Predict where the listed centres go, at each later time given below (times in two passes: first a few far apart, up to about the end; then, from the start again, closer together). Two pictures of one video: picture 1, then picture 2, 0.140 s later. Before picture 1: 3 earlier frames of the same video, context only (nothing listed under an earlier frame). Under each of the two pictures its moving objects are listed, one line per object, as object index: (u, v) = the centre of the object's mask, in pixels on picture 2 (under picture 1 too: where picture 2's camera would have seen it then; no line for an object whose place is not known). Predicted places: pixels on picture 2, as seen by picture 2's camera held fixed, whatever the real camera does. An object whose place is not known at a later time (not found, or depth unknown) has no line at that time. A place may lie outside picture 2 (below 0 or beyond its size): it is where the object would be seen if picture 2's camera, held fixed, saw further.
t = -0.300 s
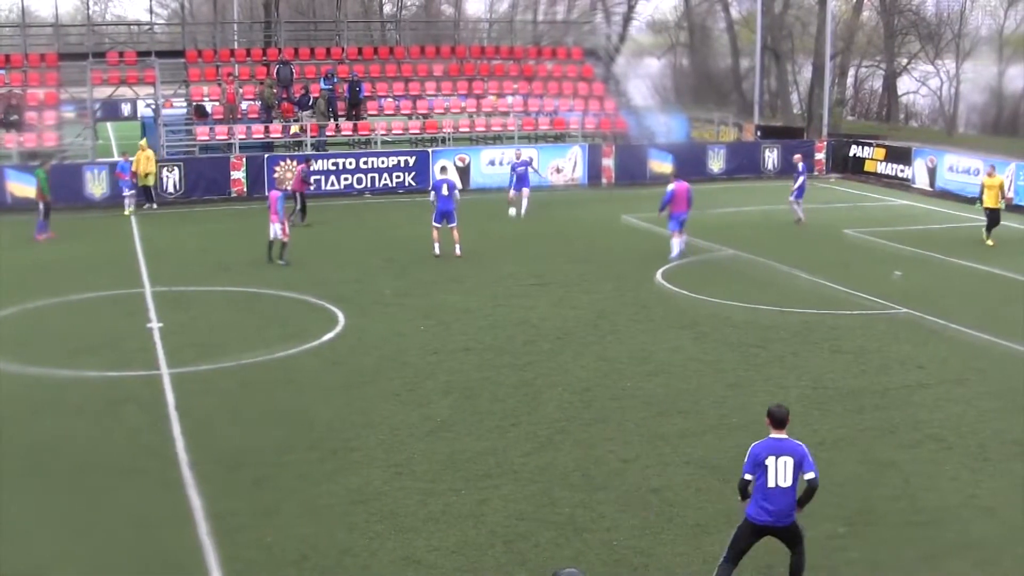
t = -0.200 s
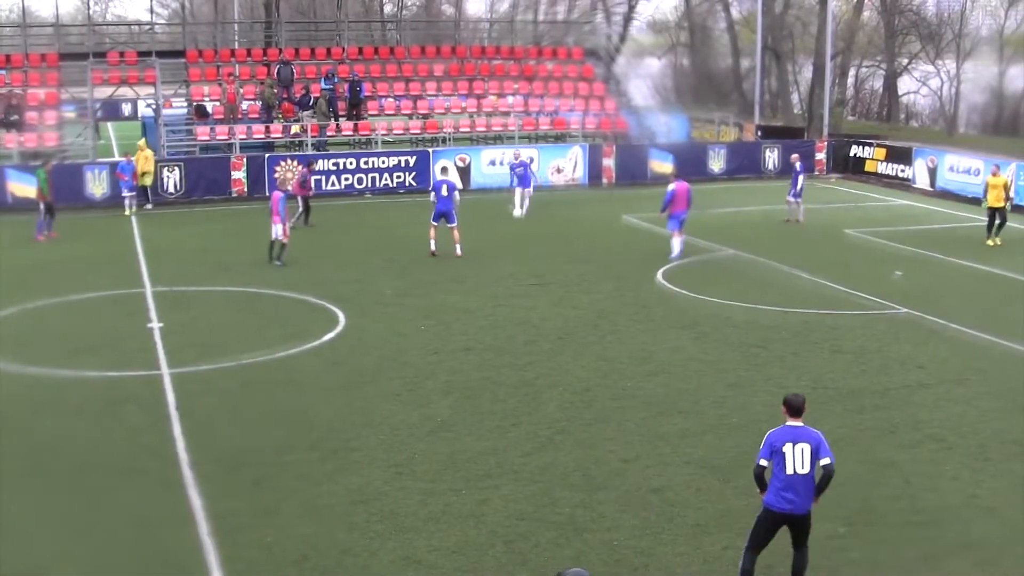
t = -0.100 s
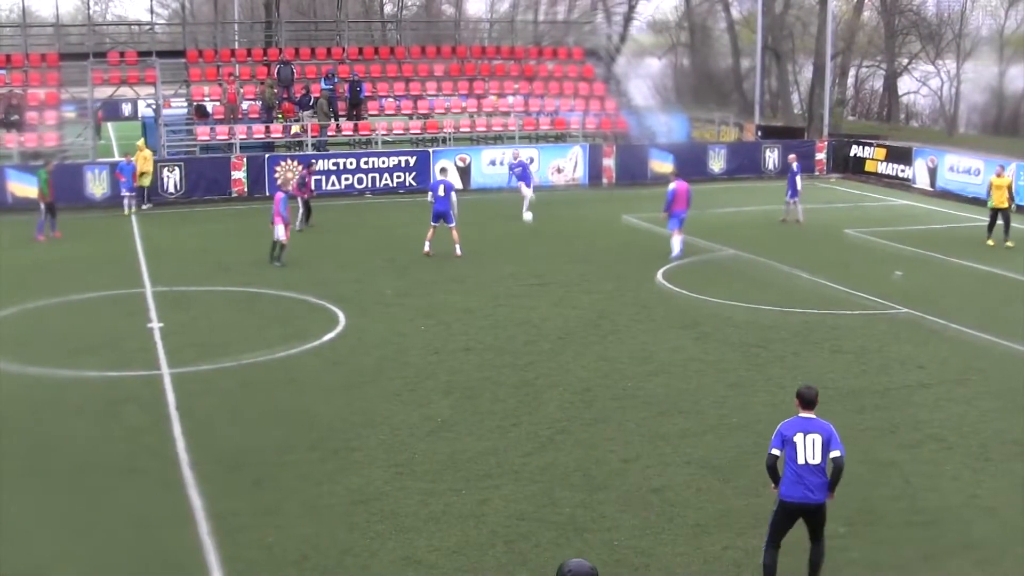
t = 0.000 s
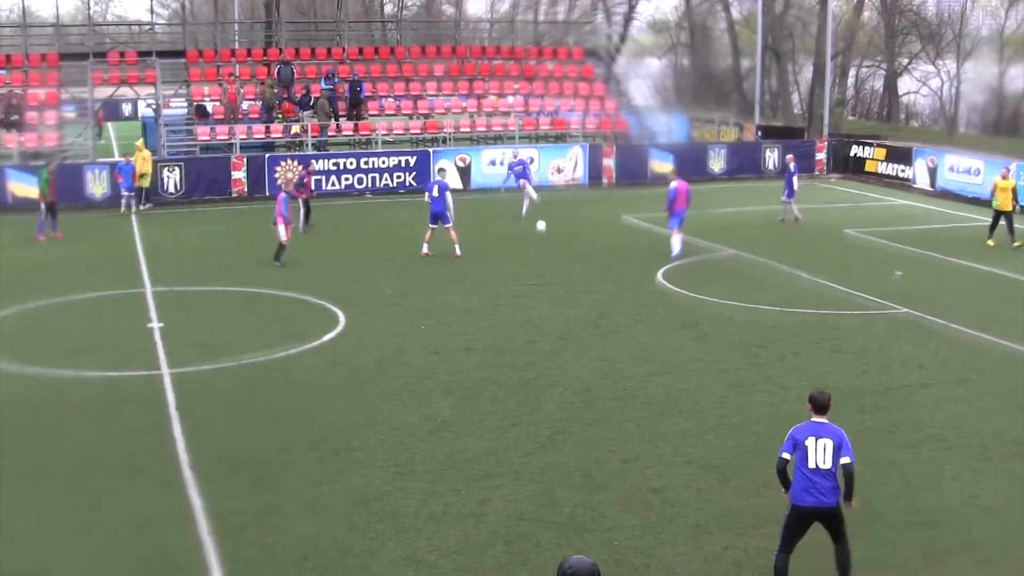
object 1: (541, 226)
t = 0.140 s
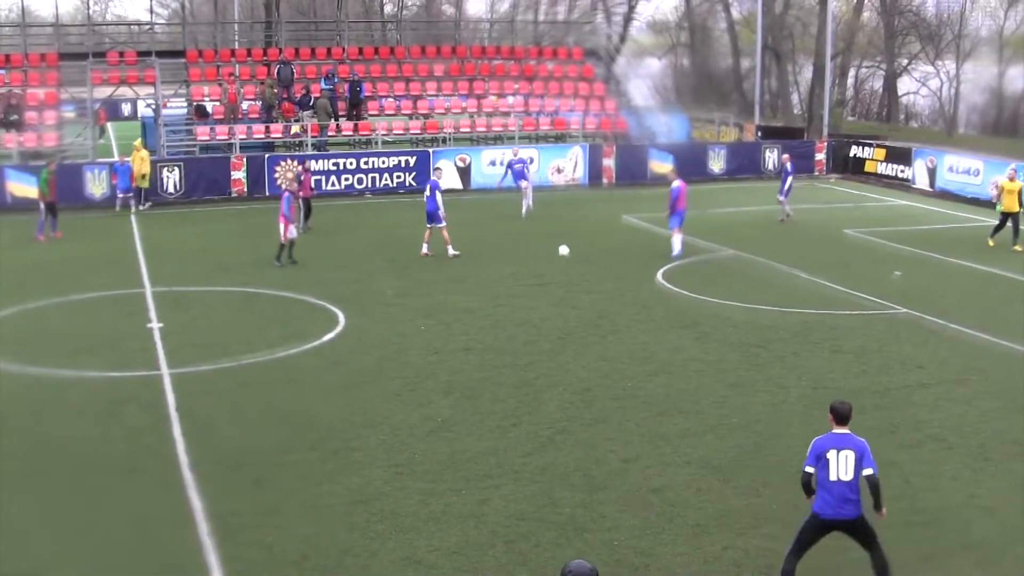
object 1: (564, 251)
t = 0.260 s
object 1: (588, 286)
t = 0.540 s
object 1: (663, 330)
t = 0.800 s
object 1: (760, 409)
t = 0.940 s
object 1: (831, 459)
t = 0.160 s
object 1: (567, 256)
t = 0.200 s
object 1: (576, 266)
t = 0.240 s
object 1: (584, 280)
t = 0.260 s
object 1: (588, 286)
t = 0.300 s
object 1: (597, 289)
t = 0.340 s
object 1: (607, 292)
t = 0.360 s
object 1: (611, 294)
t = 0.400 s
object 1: (621, 299)
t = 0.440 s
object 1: (633, 306)
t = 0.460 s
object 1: (638, 310)
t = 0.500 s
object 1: (650, 318)
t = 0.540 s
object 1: (663, 330)
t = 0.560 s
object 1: (669, 336)
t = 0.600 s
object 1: (683, 351)
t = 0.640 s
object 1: (697, 368)
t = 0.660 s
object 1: (704, 378)
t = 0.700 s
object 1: (720, 393)
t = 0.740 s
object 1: (736, 398)
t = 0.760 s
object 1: (744, 401)
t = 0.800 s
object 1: (760, 409)
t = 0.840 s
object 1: (779, 421)
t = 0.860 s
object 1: (789, 427)
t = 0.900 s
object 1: (809, 442)
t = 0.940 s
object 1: (831, 459)
